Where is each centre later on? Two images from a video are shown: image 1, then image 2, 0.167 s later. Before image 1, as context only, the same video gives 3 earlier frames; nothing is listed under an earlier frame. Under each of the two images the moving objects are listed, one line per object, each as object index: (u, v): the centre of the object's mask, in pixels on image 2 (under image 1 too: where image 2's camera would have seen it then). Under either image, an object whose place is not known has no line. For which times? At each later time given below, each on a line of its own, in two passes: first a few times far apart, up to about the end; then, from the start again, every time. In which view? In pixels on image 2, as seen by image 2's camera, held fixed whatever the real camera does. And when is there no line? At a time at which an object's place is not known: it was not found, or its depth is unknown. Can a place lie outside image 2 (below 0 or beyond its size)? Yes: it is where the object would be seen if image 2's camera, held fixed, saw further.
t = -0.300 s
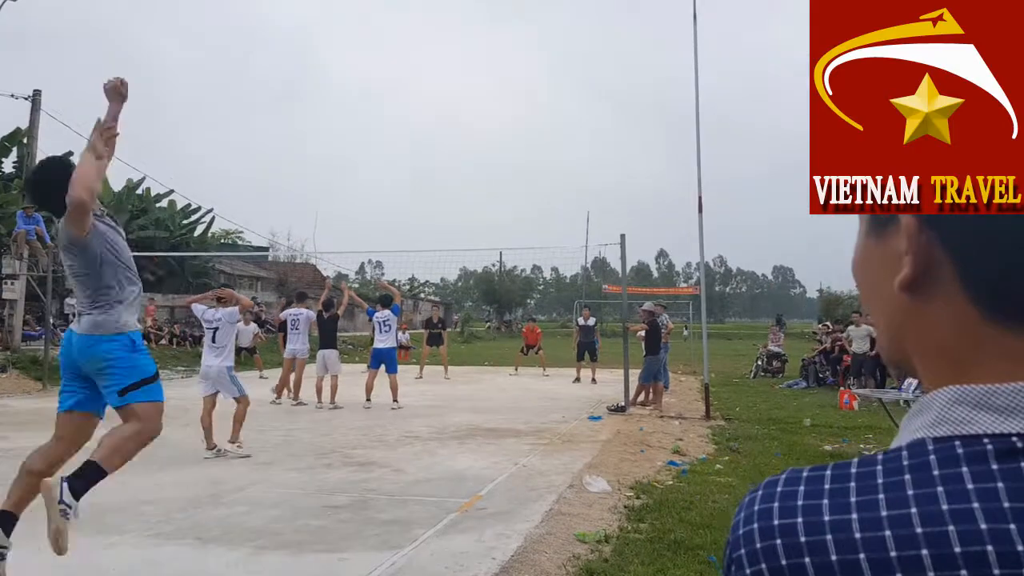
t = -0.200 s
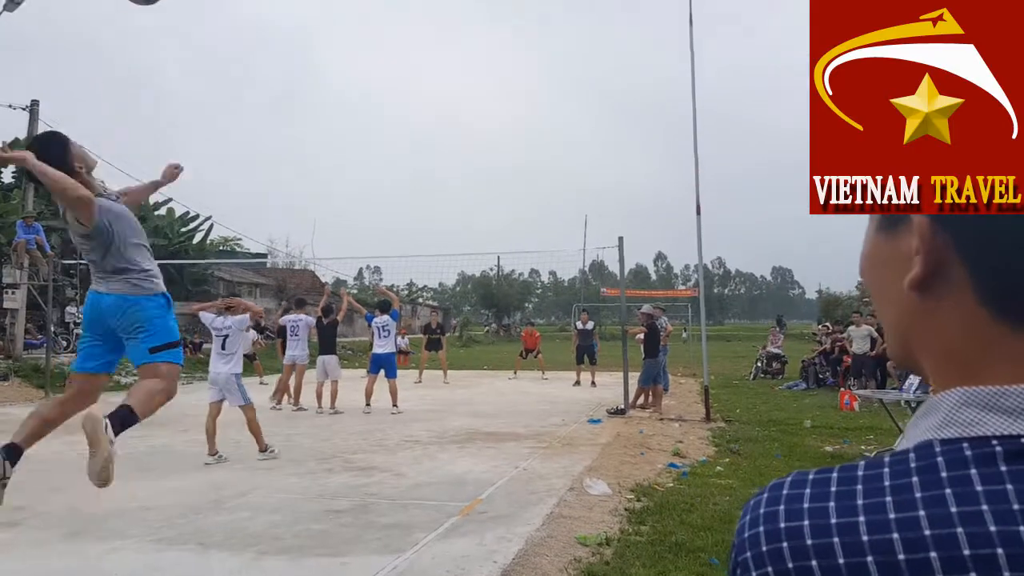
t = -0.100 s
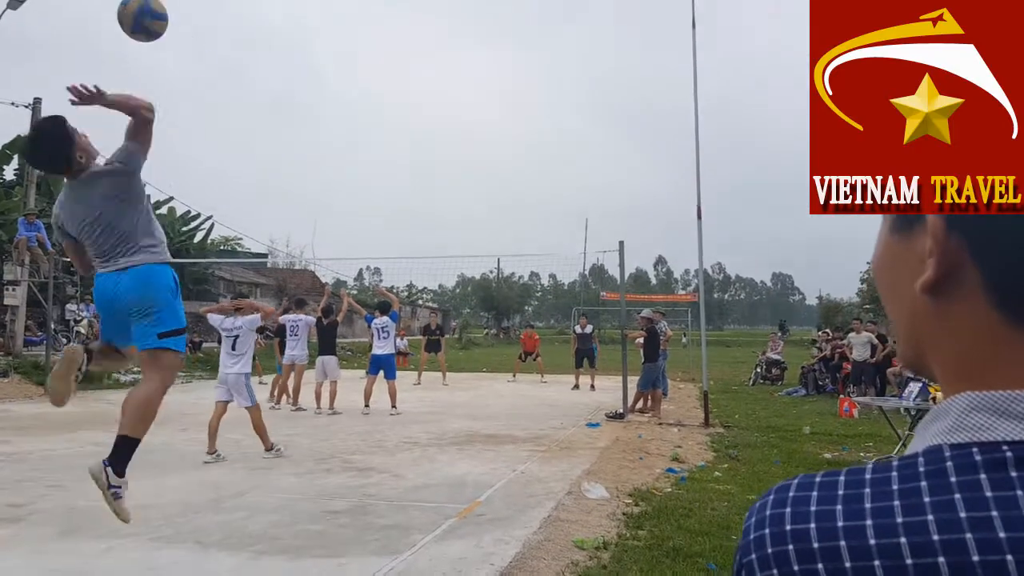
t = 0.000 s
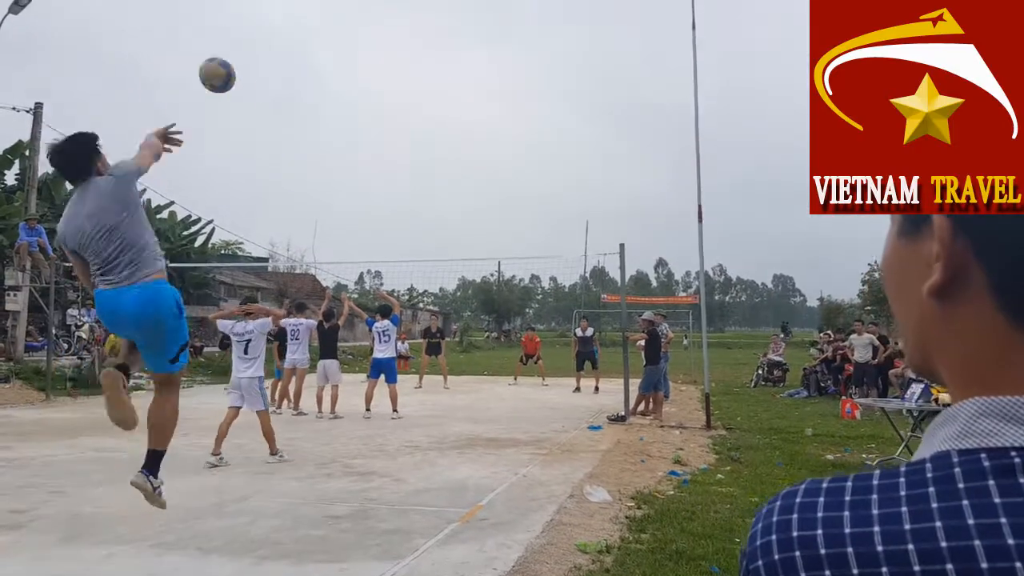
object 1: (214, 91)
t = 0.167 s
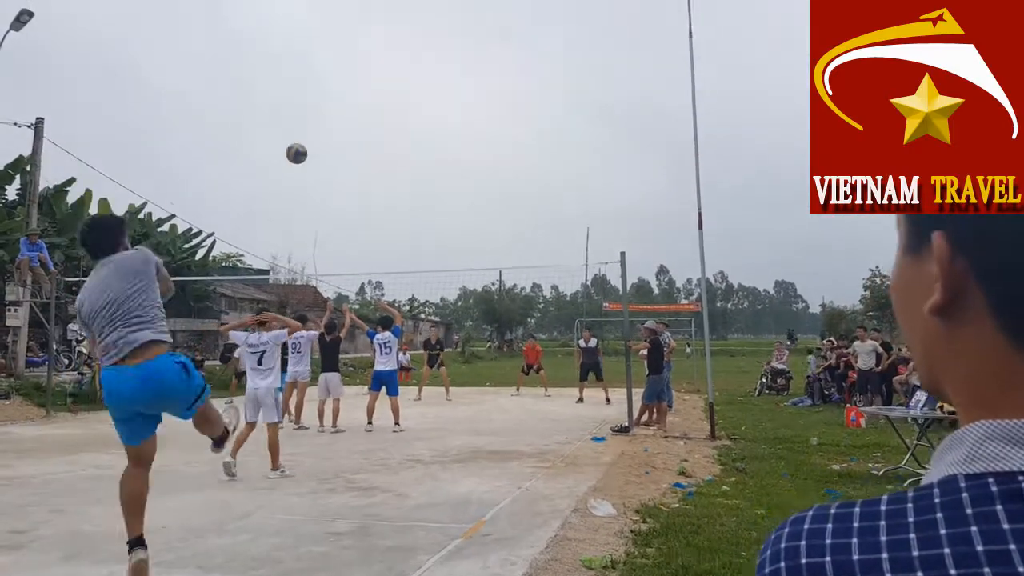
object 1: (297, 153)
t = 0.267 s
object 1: (314, 186)
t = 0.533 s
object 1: (331, 267)
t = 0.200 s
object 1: (304, 164)
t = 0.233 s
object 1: (310, 175)
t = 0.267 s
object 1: (314, 186)
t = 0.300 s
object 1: (318, 196)
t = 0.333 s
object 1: (322, 207)
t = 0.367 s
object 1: (324, 217)
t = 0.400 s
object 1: (326, 227)
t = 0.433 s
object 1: (328, 237)
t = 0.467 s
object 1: (330, 247)
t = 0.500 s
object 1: (331, 257)
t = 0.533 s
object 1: (331, 267)
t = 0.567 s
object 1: (331, 277)
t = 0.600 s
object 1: (332, 286)
